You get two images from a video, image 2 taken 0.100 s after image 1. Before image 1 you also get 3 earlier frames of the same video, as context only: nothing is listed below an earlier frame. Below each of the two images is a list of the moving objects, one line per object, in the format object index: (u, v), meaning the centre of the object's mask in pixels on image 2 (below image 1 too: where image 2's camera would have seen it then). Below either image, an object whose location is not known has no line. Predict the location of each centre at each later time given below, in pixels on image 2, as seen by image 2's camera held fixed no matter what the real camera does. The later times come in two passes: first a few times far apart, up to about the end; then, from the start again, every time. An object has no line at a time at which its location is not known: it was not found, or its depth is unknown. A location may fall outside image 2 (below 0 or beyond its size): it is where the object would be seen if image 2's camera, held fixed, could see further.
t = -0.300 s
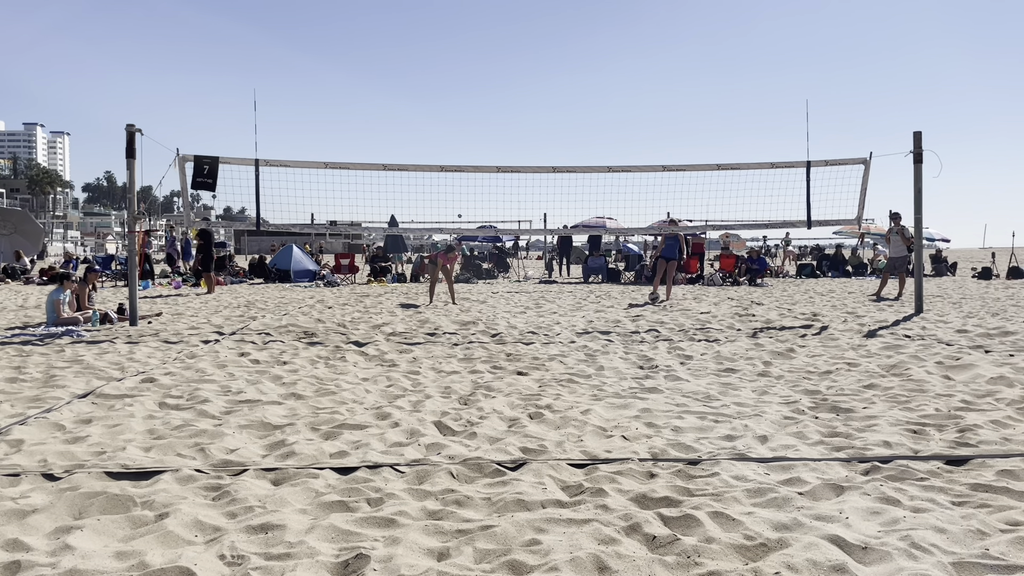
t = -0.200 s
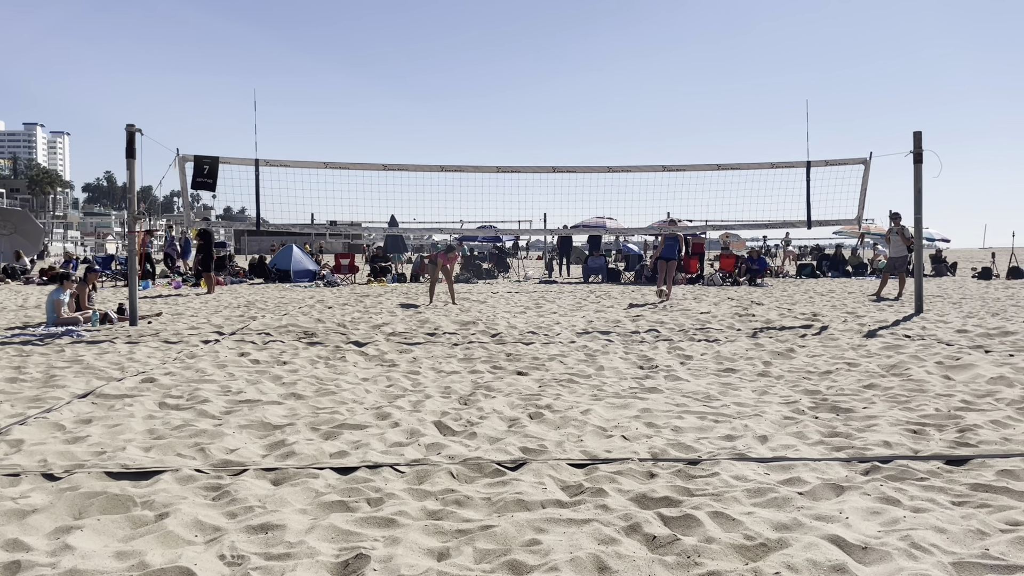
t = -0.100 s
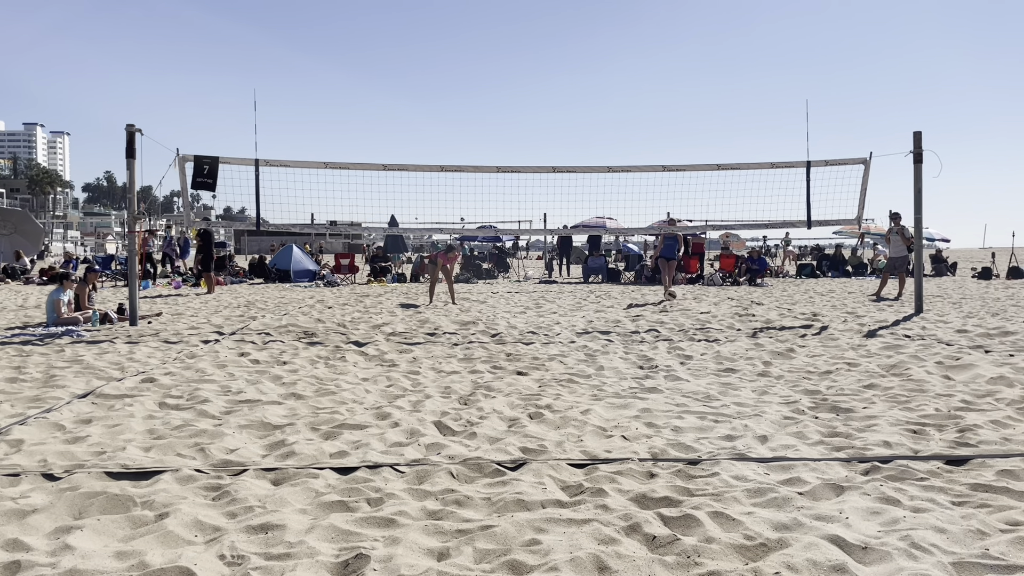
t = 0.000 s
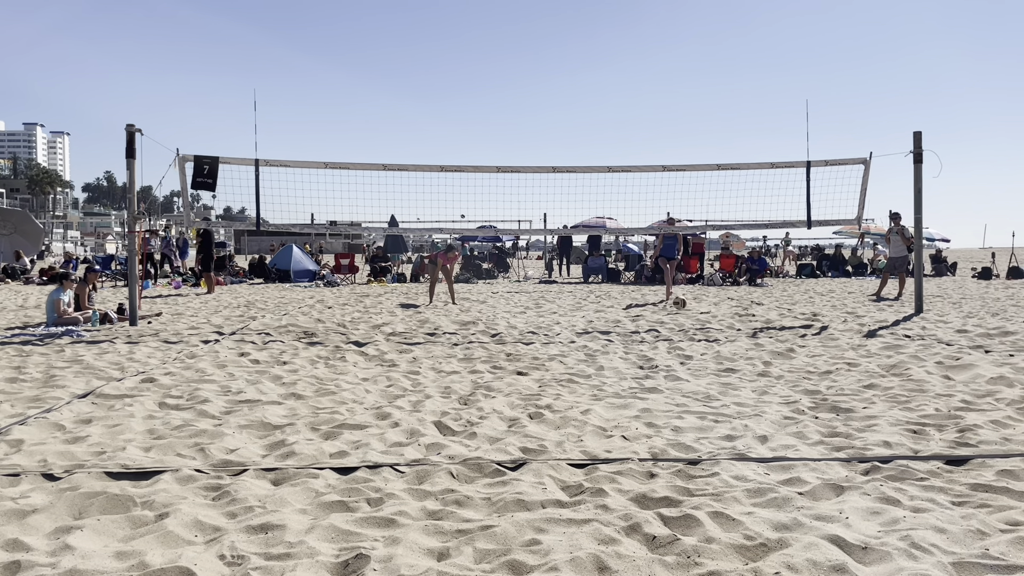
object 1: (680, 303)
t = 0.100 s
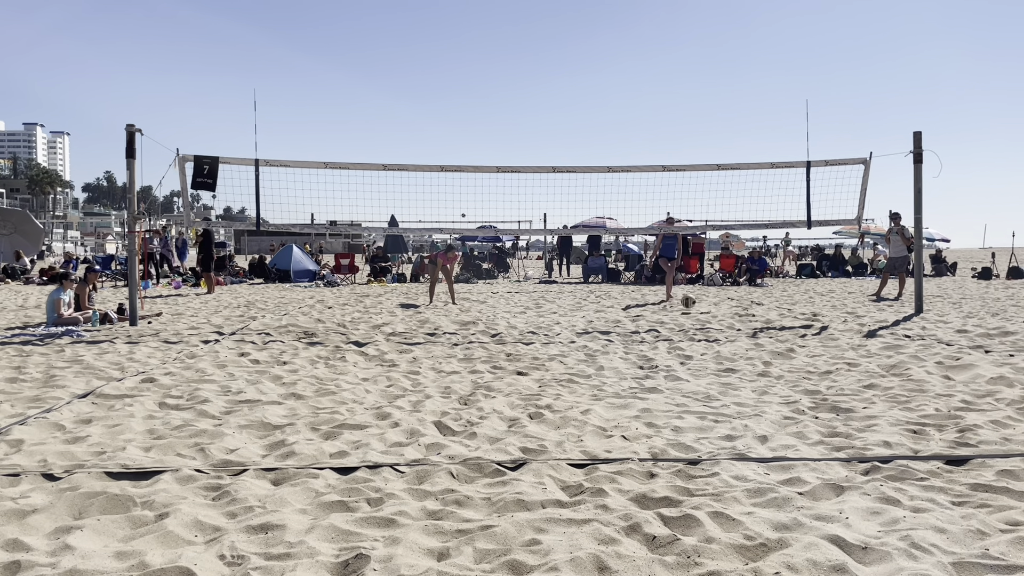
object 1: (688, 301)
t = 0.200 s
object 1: (694, 287)
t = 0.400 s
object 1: (709, 282)
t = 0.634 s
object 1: (726, 317)
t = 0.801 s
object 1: (736, 327)
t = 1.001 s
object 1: (745, 341)
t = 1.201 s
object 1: (762, 353)
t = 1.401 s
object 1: (785, 356)
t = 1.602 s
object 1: (813, 383)
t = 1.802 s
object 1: (853, 384)
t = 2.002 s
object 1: (897, 398)
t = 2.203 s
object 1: (947, 417)
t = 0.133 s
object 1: (690, 296)
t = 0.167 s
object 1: (692, 292)
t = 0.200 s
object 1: (694, 287)
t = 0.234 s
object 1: (697, 284)
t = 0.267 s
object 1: (699, 282)
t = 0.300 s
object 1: (702, 281)
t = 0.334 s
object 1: (704, 280)
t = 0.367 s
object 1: (706, 281)
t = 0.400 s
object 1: (709, 282)
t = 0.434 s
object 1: (711, 284)
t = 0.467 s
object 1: (714, 287)
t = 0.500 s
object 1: (716, 291)
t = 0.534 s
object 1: (718, 296)
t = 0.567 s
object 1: (721, 302)
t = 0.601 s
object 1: (724, 309)
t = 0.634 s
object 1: (726, 317)
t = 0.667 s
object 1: (729, 328)
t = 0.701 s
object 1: (731, 334)
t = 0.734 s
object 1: (733, 331)
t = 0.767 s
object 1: (735, 328)
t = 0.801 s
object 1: (736, 327)
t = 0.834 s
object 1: (737, 326)
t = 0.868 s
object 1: (739, 327)
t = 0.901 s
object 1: (741, 329)
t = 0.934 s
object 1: (742, 331)
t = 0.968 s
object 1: (744, 336)
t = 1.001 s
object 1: (745, 341)
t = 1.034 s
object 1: (748, 348)
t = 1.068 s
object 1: (749, 355)
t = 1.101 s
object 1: (752, 358)
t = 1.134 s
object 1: (755, 359)
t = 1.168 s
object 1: (759, 357)
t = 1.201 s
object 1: (762, 353)
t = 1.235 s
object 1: (766, 350)
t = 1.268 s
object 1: (770, 348)
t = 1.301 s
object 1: (773, 348)
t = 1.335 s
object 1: (777, 350)
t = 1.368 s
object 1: (781, 352)
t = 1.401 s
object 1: (785, 356)
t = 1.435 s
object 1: (789, 361)
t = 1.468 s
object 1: (793, 368)
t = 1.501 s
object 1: (797, 377)
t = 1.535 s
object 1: (802, 382)
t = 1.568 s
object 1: (808, 382)
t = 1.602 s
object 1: (813, 383)
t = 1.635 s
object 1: (820, 385)
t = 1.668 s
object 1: (826, 387)
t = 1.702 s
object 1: (832, 388)
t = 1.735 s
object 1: (839, 385)
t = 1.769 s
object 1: (846, 384)
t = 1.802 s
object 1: (853, 384)
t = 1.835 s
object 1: (860, 386)
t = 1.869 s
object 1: (868, 390)
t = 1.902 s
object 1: (875, 396)
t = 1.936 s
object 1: (882, 395)
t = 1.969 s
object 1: (890, 396)
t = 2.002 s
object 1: (897, 398)
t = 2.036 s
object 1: (905, 401)
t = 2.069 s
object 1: (913, 407)
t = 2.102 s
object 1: (921, 411)
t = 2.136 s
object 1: (930, 411)
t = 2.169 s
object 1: (938, 413)
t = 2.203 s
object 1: (947, 417)
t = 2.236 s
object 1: (954, 417)
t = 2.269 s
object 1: (960, 416)
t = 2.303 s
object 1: (966, 417)
